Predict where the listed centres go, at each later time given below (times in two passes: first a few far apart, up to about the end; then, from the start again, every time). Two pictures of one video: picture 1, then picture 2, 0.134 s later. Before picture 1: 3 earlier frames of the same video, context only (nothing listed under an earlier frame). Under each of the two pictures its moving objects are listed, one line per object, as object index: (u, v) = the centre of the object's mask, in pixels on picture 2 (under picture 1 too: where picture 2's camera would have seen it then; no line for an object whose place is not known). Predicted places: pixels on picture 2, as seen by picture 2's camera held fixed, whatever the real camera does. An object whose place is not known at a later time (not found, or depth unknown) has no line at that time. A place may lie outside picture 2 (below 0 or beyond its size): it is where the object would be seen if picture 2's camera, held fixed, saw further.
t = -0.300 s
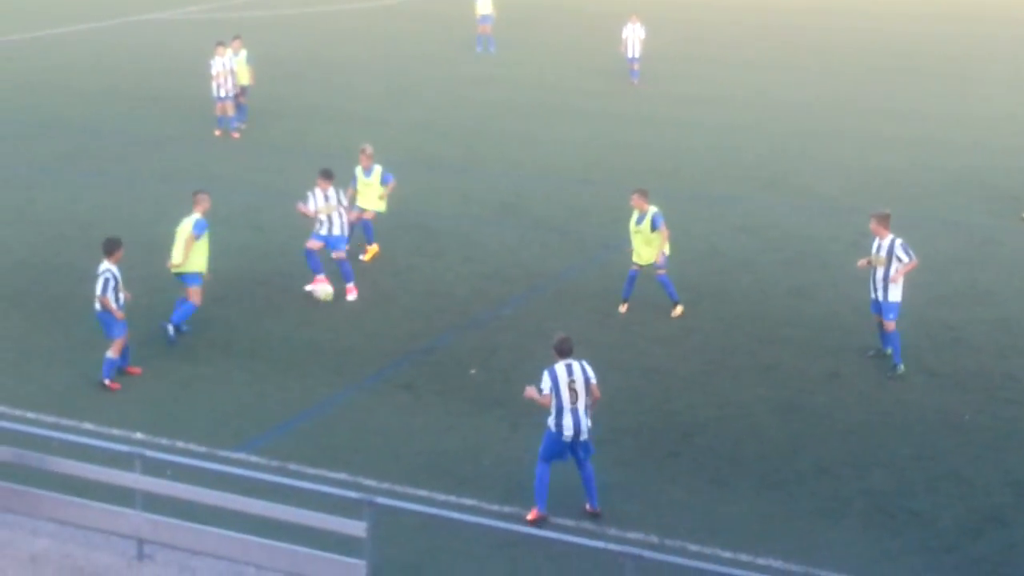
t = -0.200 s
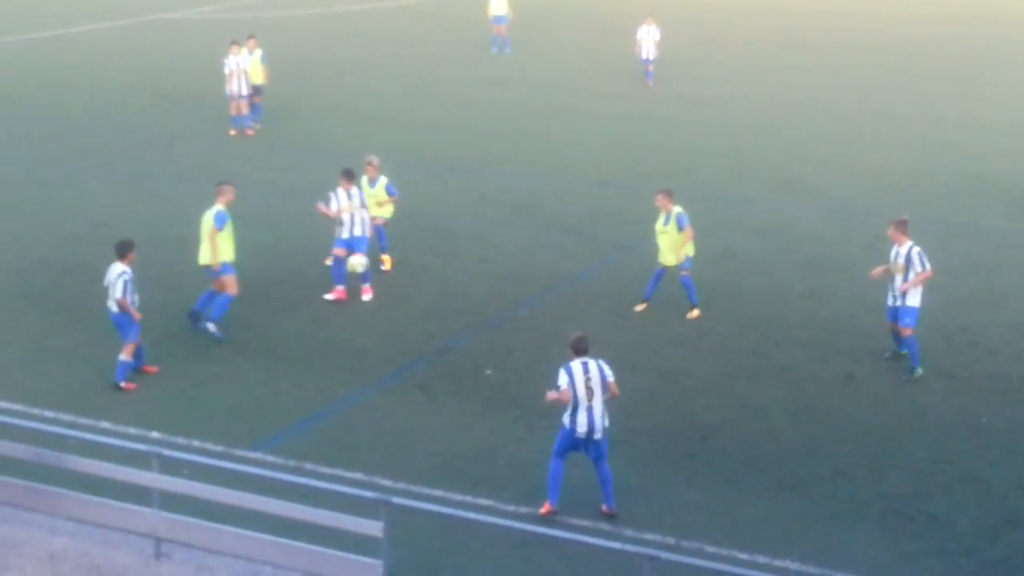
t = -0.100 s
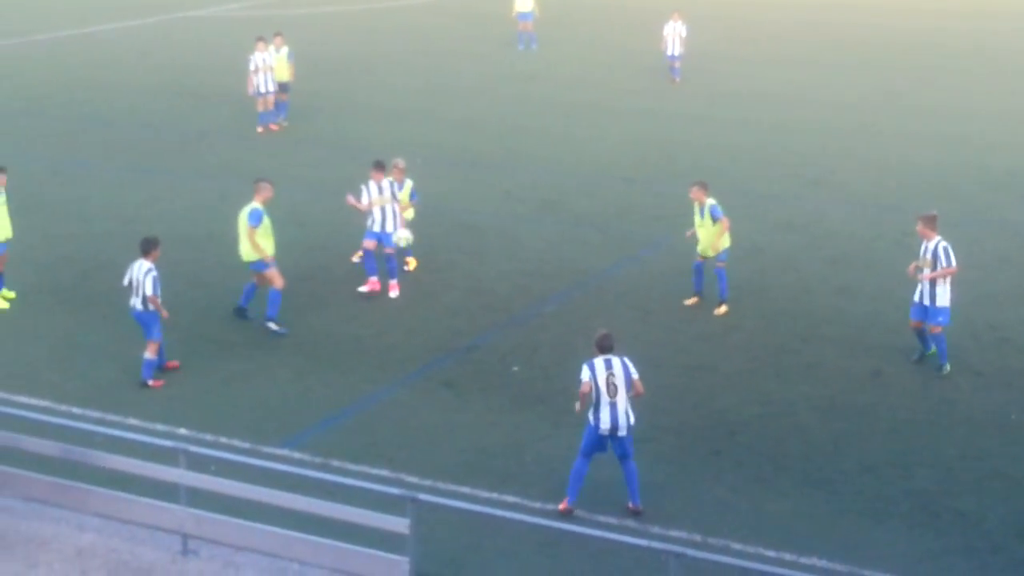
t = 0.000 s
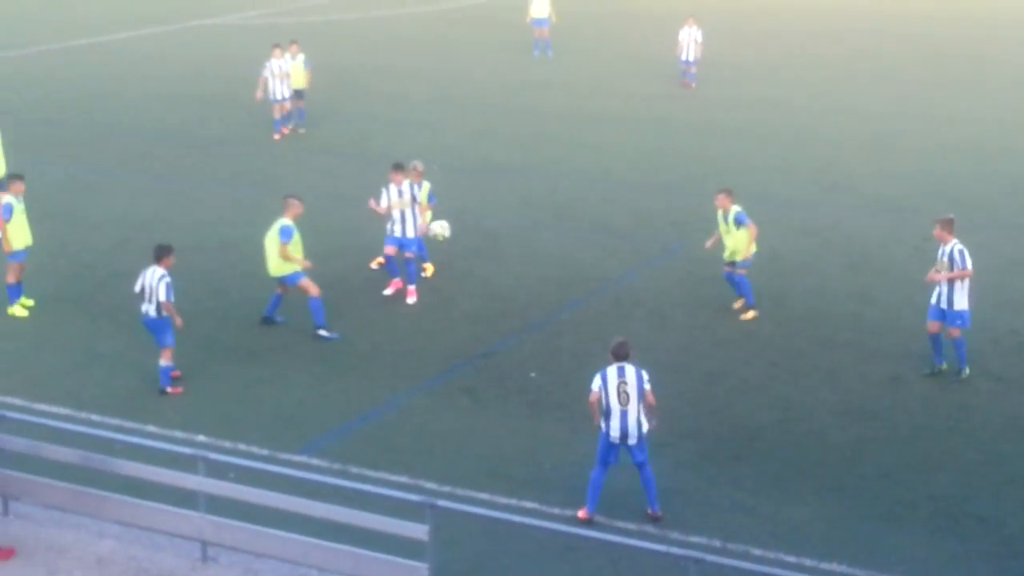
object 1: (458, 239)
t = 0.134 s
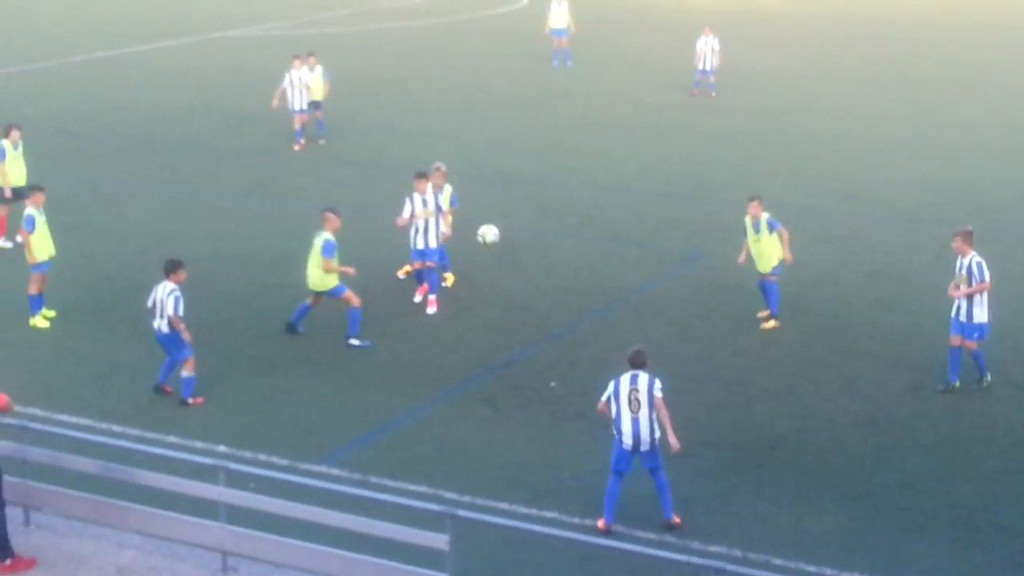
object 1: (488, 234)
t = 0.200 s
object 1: (503, 238)
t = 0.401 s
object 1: (550, 276)
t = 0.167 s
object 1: (495, 236)
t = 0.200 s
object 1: (503, 238)
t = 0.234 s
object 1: (510, 241)
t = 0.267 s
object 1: (518, 247)
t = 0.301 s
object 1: (526, 252)
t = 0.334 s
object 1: (533, 259)
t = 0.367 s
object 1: (541, 266)
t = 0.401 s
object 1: (550, 276)
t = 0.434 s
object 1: (558, 287)
